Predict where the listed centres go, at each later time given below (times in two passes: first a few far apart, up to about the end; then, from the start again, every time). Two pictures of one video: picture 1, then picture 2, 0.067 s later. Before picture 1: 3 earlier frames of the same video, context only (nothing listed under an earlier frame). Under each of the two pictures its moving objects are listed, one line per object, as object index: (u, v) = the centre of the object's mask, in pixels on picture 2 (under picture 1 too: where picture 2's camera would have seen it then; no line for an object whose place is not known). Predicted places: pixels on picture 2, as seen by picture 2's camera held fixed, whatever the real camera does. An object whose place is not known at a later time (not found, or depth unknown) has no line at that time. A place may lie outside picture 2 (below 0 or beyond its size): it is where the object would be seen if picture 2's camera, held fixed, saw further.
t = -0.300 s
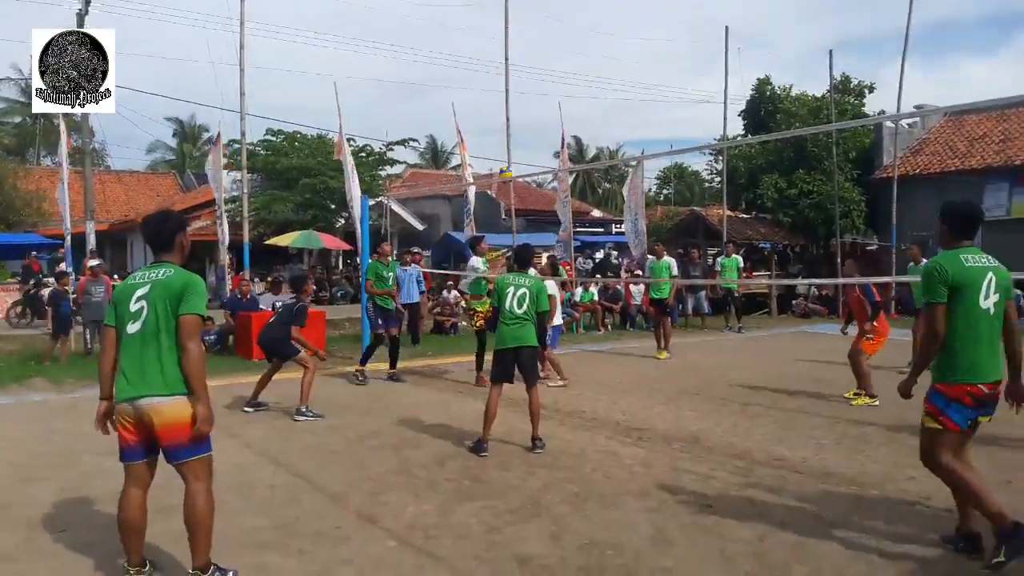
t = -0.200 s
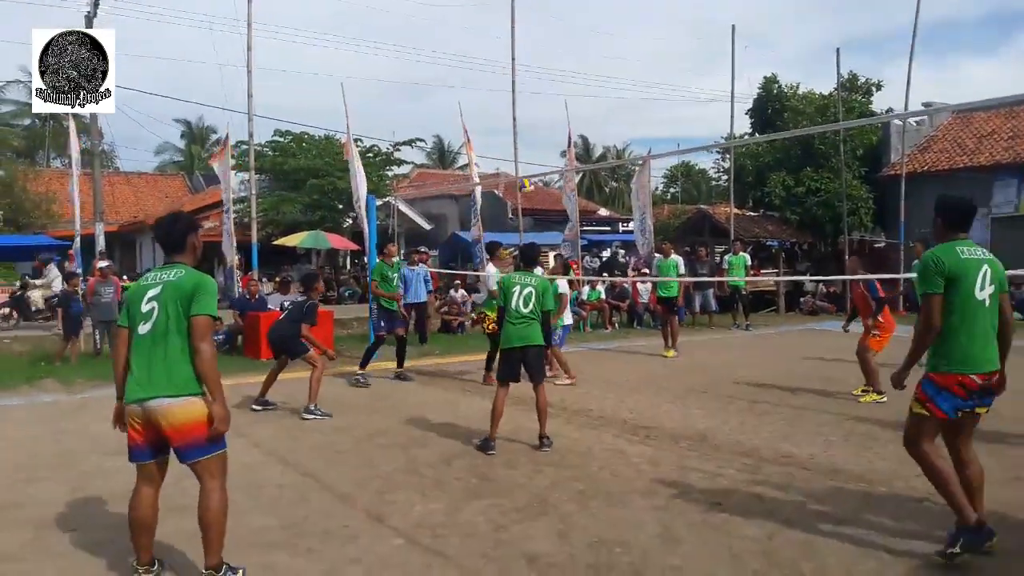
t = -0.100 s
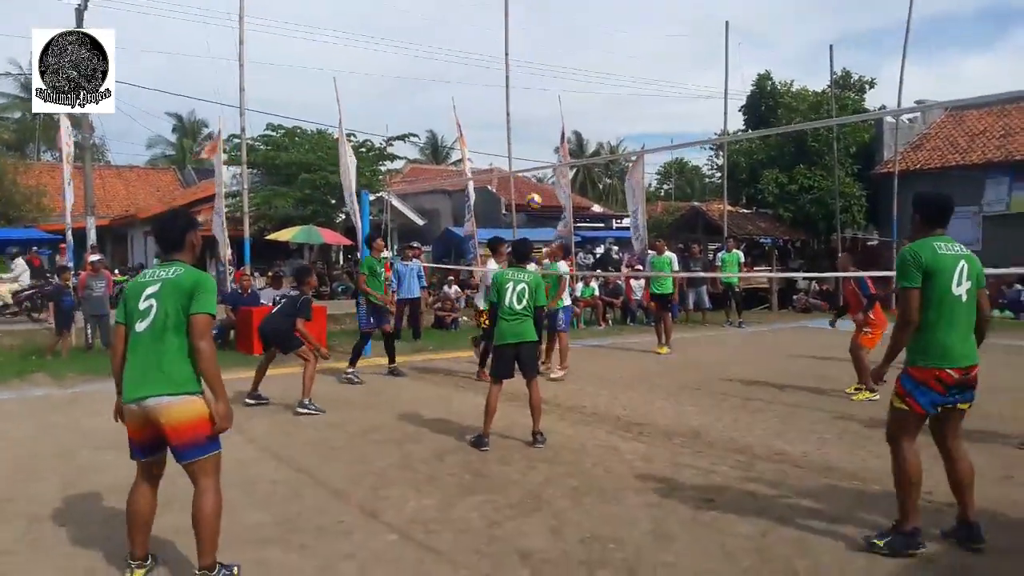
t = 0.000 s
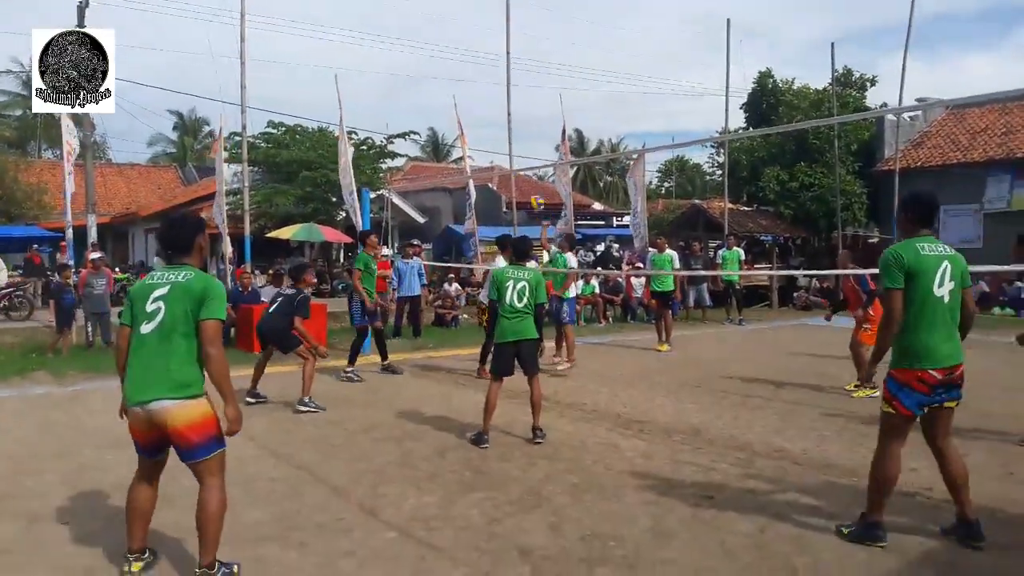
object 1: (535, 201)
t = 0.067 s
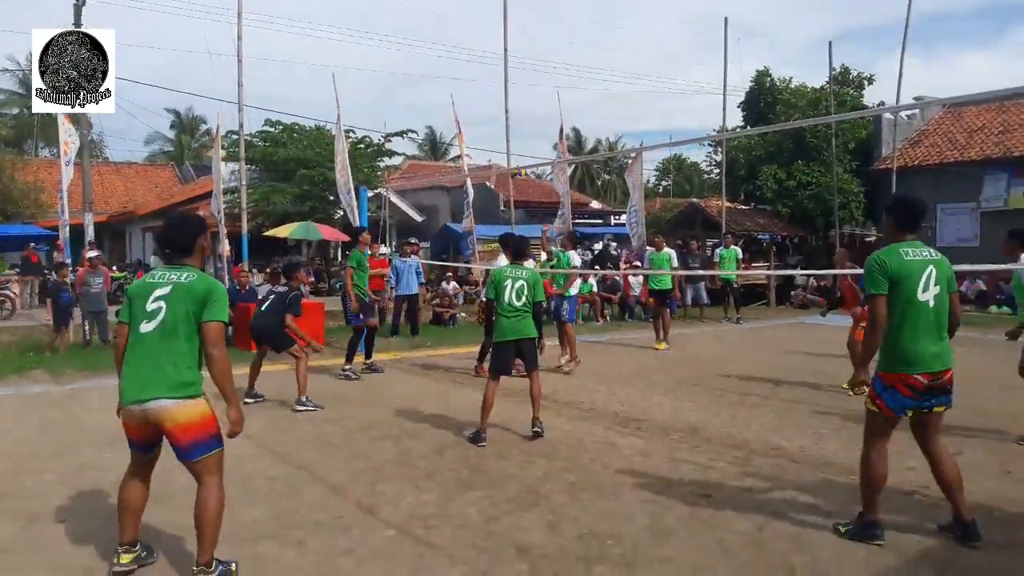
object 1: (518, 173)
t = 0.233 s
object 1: (477, 108)
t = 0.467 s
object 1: (411, 48)
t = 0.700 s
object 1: (340, 35)
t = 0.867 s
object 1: (288, 61)
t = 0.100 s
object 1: (510, 159)
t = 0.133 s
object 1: (501, 146)
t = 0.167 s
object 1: (494, 132)
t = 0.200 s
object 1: (486, 120)
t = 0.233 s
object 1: (477, 108)
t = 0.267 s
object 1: (468, 97)
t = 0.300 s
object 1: (460, 87)
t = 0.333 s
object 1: (451, 78)
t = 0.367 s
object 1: (442, 69)
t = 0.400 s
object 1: (432, 61)
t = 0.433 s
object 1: (422, 54)
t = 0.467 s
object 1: (411, 48)
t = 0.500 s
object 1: (401, 43)
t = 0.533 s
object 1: (390, 39)
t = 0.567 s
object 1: (381, 37)
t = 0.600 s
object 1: (372, 35)
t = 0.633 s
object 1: (362, 34)
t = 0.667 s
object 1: (352, 34)
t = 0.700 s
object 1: (340, 35)
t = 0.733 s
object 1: (328, 37)
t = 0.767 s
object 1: (318, 41)
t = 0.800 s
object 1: (308, 47)
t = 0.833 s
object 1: (299, 53)
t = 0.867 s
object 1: (288, 61)
